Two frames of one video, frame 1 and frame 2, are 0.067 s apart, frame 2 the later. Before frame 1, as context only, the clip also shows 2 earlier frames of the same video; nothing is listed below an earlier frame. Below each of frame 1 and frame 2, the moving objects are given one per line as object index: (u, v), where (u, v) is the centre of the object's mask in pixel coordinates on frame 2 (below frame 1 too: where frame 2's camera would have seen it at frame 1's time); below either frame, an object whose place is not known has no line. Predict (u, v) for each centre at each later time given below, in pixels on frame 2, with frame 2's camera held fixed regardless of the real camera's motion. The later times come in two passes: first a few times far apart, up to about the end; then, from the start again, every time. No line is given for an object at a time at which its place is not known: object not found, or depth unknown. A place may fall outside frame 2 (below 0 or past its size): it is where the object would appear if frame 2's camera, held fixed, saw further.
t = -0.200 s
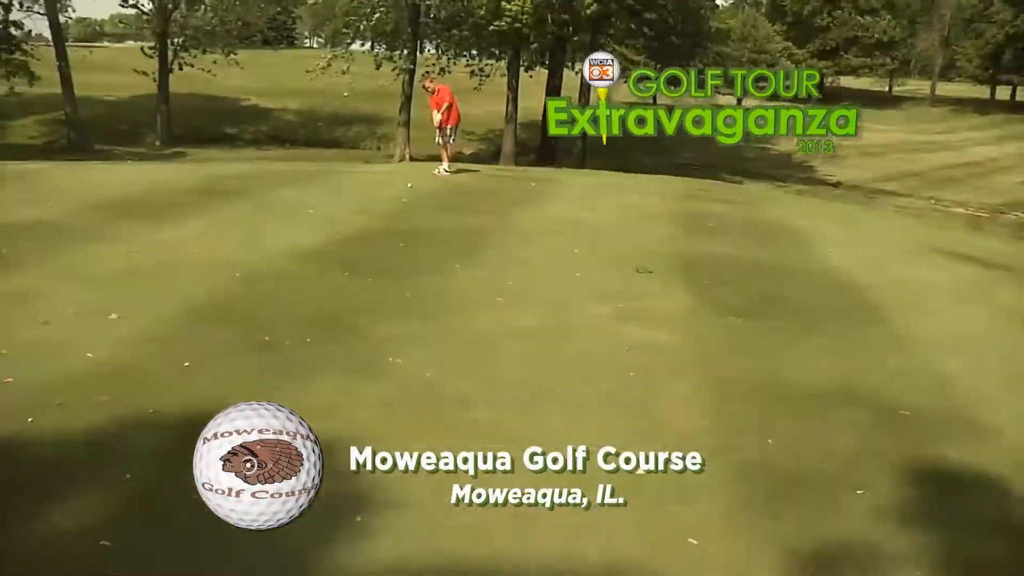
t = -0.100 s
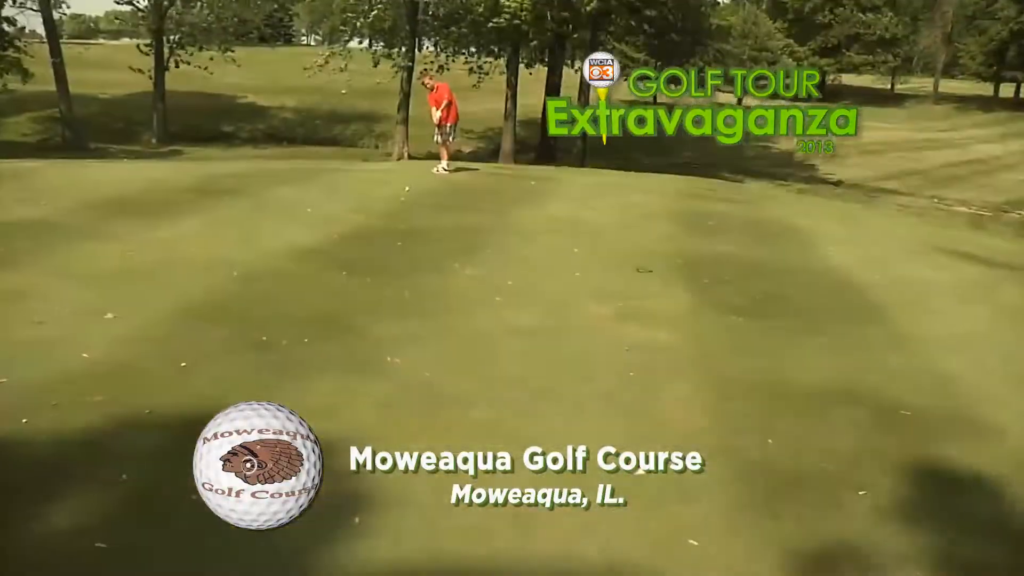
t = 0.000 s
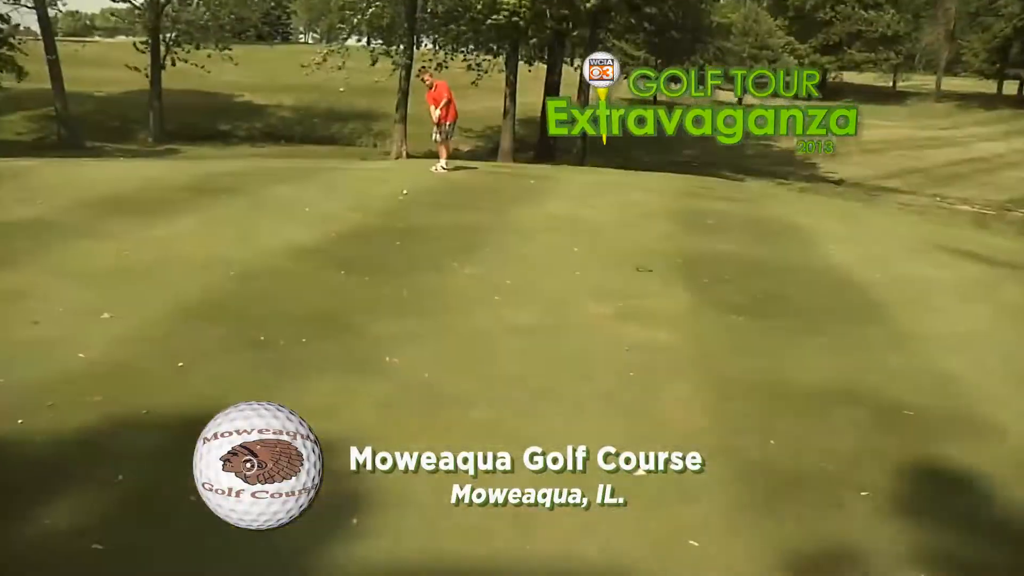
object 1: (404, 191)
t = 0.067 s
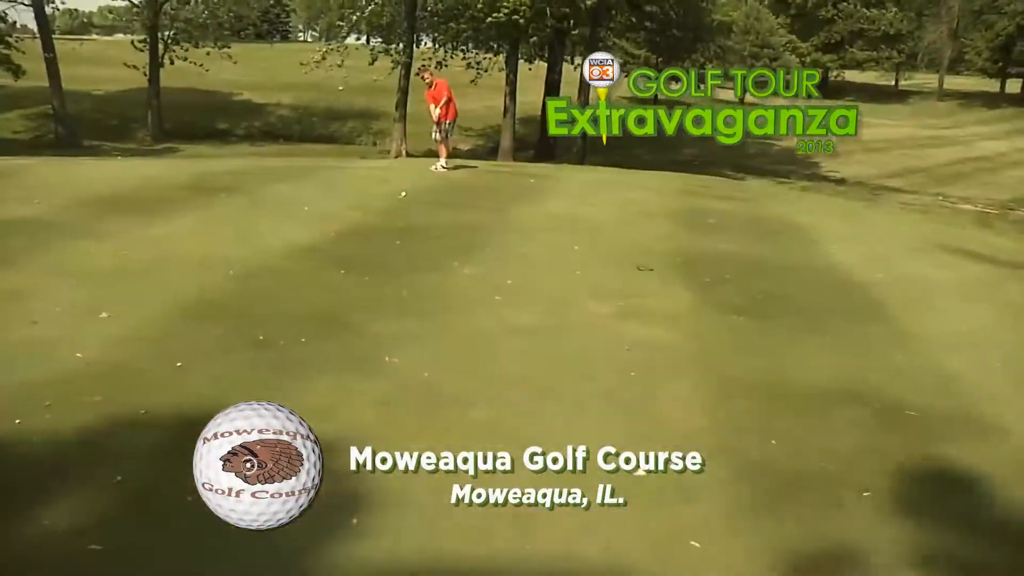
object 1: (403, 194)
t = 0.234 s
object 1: (401, 202)
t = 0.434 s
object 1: (399, 212)
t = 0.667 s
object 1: (396, 226)
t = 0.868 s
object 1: (393, 238)
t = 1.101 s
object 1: (389, 255)
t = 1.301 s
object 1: (387, 270)
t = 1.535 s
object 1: (386, 289)
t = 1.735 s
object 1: (387, 307)
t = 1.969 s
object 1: (393, 328)
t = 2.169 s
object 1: (399, 346)
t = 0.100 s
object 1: (402, 196)
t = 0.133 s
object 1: (402, 197)
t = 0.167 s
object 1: (402, 199)
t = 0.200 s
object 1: (401, 200)
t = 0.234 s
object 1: (401, 202)
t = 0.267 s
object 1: (401, 203)
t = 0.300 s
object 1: (401, 205)
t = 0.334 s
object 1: (401, 207)
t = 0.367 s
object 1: (400, 209)
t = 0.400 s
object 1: (400, 210)
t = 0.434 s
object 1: (399, 212)
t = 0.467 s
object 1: (399, 214)
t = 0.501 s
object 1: (398, 216)
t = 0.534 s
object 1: (398, 218)
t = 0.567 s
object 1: (397, 220)
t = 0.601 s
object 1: (397, 222)
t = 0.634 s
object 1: (397, 224)
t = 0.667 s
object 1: (396, 226)
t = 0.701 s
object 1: (396, 228)
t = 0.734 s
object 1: (395, 230)
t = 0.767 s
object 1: (394, 232)
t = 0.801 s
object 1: (394, 234)
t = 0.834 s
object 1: (393, 236)
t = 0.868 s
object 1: (393, 238)
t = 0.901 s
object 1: (393, 240)
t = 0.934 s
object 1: (392, 242)
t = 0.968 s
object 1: (391, 245)
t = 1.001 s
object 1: (391, 247)
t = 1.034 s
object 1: (390, 250)
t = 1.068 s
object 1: (390, 252)
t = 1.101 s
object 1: (389, 255)
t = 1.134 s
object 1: (389, 257)
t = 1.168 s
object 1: (388, 260)
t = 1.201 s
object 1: (388, 262)
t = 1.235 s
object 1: (388, 265)
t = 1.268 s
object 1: (387, 267)
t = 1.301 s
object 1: (387, 270)
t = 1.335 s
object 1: (387, 272)
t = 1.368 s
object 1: (386, 276)
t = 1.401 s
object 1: (386, 278)
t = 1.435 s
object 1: (386, 281)
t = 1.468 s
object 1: (386, 284)
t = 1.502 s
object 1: (386, 287)
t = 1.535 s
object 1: (386, 289)
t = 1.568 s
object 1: (386, 292)
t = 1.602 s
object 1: (386, 295)
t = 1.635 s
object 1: (386, 298)
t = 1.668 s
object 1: (387, 301)
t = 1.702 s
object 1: (387, 304)
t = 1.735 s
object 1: (387, 307)
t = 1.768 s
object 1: (388, 310)
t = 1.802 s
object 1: (388, 313)
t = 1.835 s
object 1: (389, 315)
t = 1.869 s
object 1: (390, 318)
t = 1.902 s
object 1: (390, 321)
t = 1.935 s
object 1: (392, 324)
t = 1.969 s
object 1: (393, 328)
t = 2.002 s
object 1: (393, 331)
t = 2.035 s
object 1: (394, 333)
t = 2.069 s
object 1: (396, 336)
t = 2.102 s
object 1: (397, 339)
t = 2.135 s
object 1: (398, 342)
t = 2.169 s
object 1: (399, 346)
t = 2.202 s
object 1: (400, 348)
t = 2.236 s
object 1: (402, 351)
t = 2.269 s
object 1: (403, 354)
